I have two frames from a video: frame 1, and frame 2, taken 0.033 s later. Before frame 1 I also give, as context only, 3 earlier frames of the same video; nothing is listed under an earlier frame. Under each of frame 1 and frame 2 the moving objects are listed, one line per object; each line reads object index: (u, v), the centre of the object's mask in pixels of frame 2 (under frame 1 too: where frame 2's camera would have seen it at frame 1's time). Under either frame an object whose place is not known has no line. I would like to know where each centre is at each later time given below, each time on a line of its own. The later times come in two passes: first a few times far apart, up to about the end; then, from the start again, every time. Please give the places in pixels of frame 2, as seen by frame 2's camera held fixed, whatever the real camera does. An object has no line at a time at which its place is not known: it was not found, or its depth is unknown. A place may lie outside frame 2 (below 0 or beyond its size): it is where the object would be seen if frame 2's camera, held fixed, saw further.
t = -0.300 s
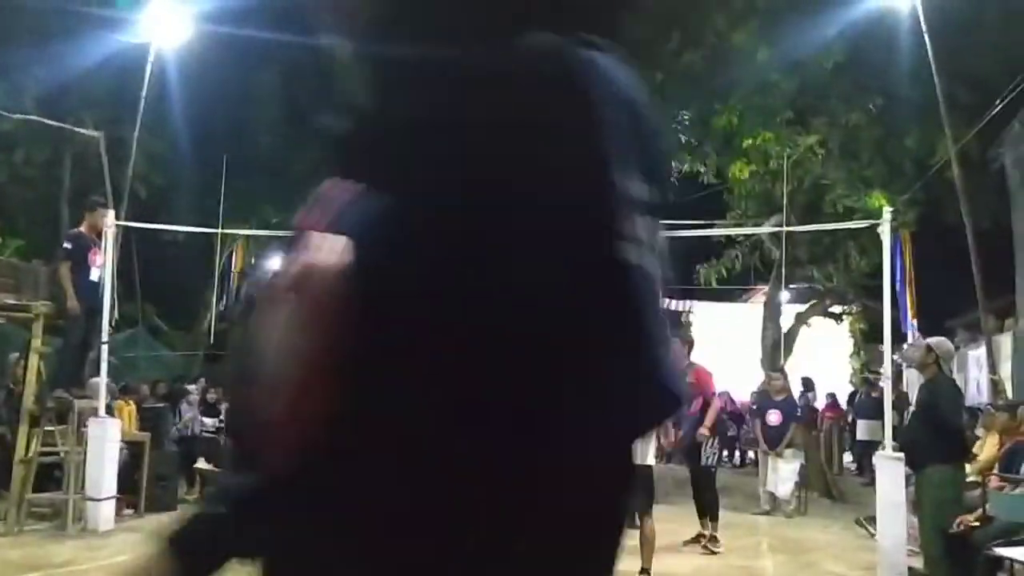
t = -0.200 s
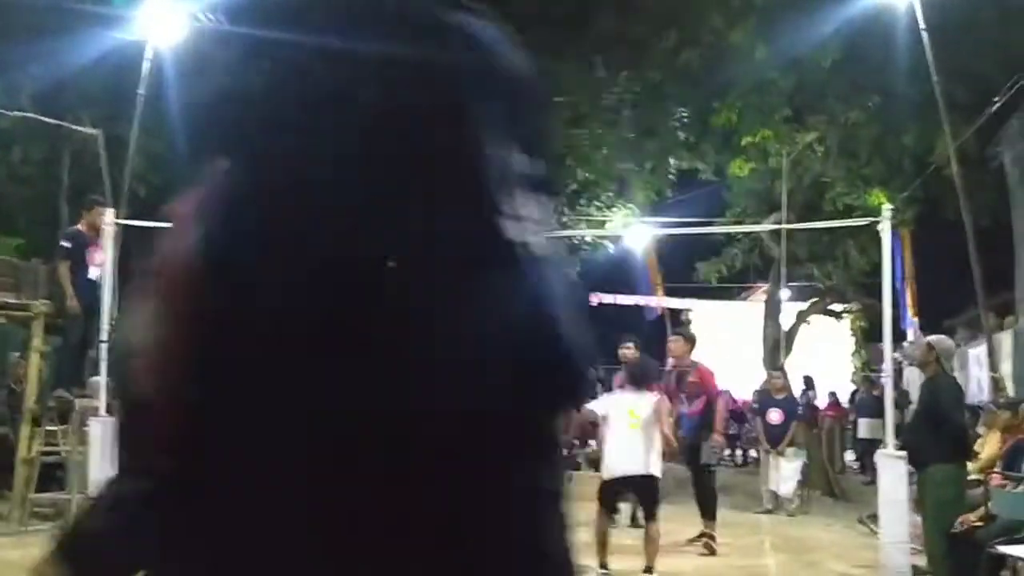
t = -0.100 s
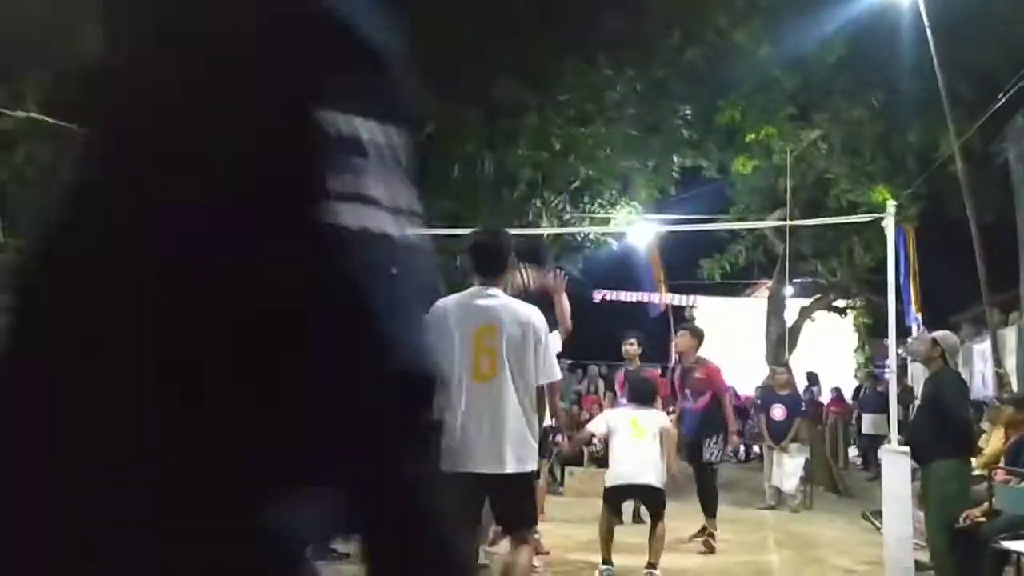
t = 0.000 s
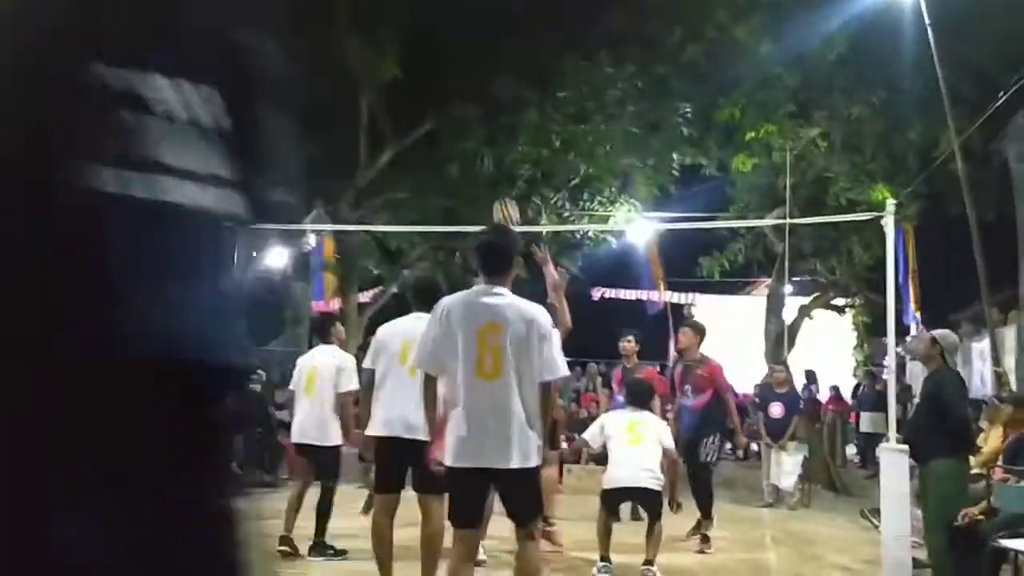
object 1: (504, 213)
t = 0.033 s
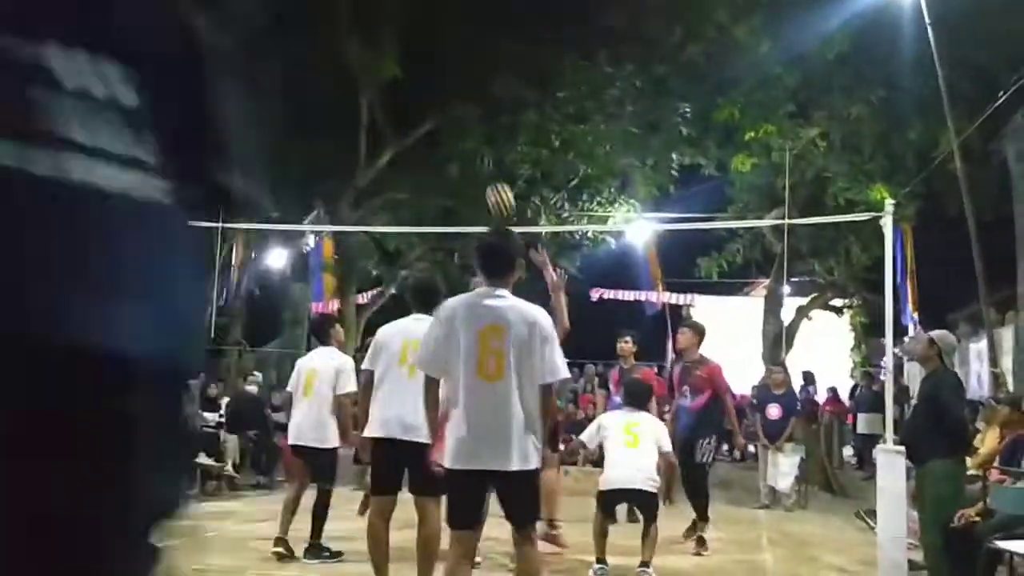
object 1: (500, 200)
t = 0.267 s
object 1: (458, 108)
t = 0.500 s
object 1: (415, 83)
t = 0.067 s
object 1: (493, 184)
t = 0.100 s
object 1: (484, 165)
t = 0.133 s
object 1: (482, 152)
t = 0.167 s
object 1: (476, 141)
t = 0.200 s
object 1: (469, 127)
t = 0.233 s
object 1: (463, 117)
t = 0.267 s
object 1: (458, 108)
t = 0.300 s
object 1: (451, 101)
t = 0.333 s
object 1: (446, 94)
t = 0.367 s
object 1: (440, 90)
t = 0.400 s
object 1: (434, 86)
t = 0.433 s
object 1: (428, 83)
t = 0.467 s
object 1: (422, 82)
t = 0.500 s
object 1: (415, 83)
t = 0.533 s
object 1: (410, 84)
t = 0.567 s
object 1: (403, 86)
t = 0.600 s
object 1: (396, 90)
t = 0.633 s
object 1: (390, 97)
